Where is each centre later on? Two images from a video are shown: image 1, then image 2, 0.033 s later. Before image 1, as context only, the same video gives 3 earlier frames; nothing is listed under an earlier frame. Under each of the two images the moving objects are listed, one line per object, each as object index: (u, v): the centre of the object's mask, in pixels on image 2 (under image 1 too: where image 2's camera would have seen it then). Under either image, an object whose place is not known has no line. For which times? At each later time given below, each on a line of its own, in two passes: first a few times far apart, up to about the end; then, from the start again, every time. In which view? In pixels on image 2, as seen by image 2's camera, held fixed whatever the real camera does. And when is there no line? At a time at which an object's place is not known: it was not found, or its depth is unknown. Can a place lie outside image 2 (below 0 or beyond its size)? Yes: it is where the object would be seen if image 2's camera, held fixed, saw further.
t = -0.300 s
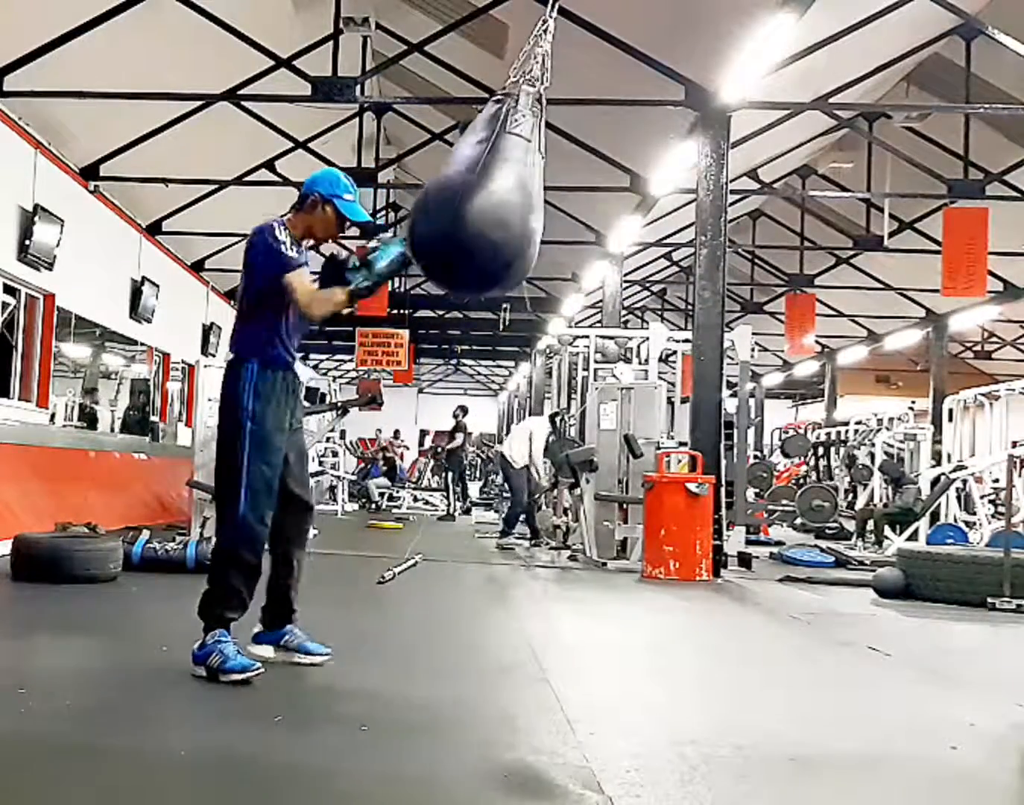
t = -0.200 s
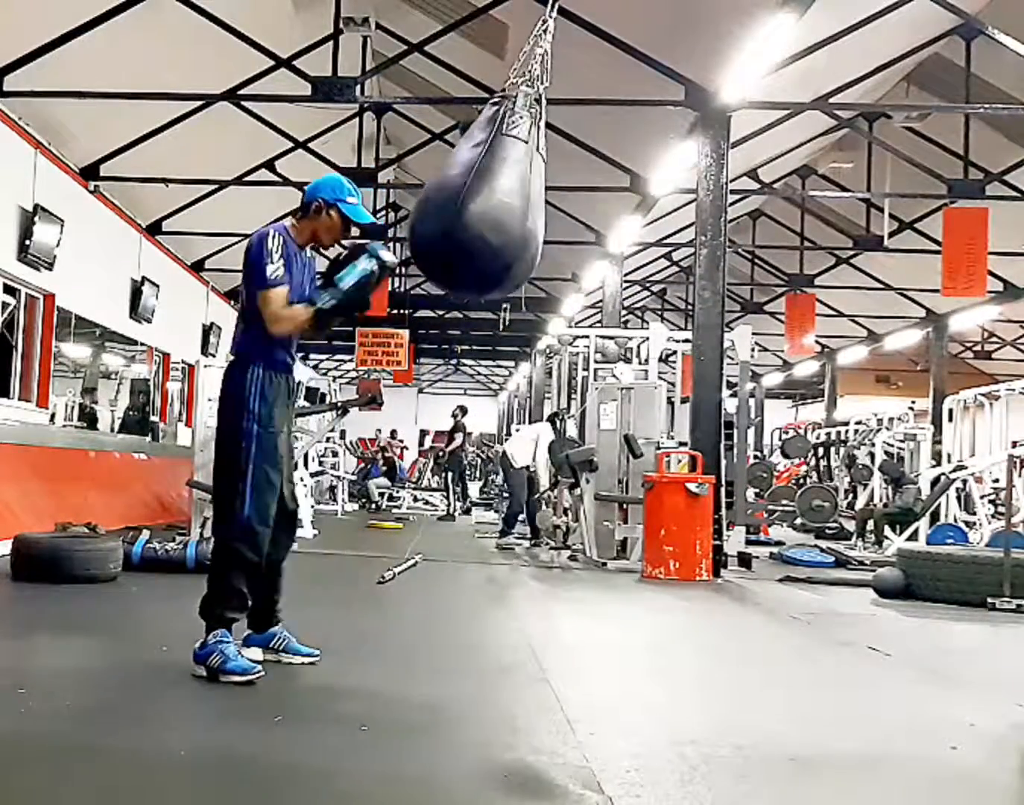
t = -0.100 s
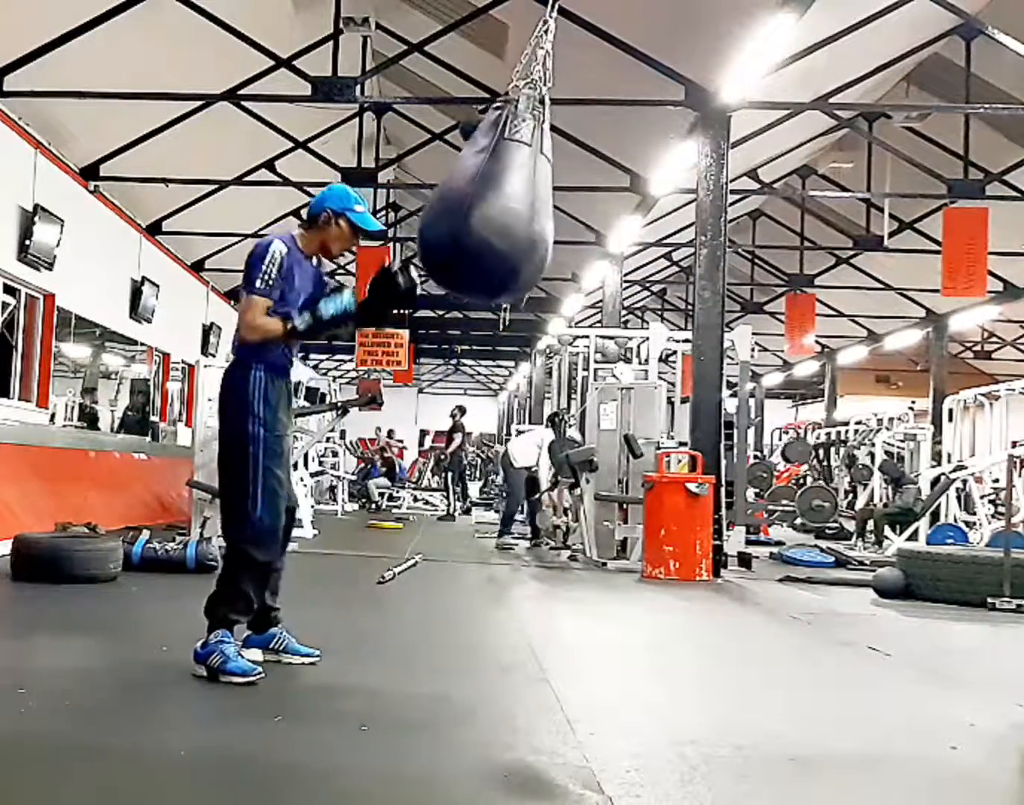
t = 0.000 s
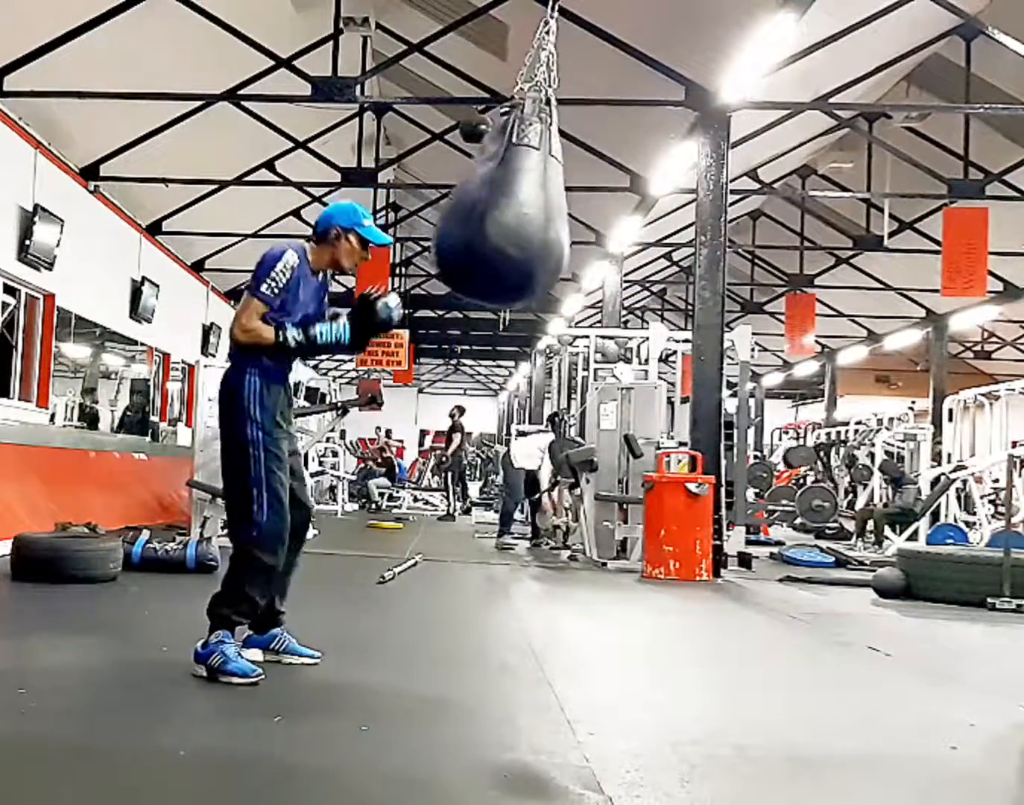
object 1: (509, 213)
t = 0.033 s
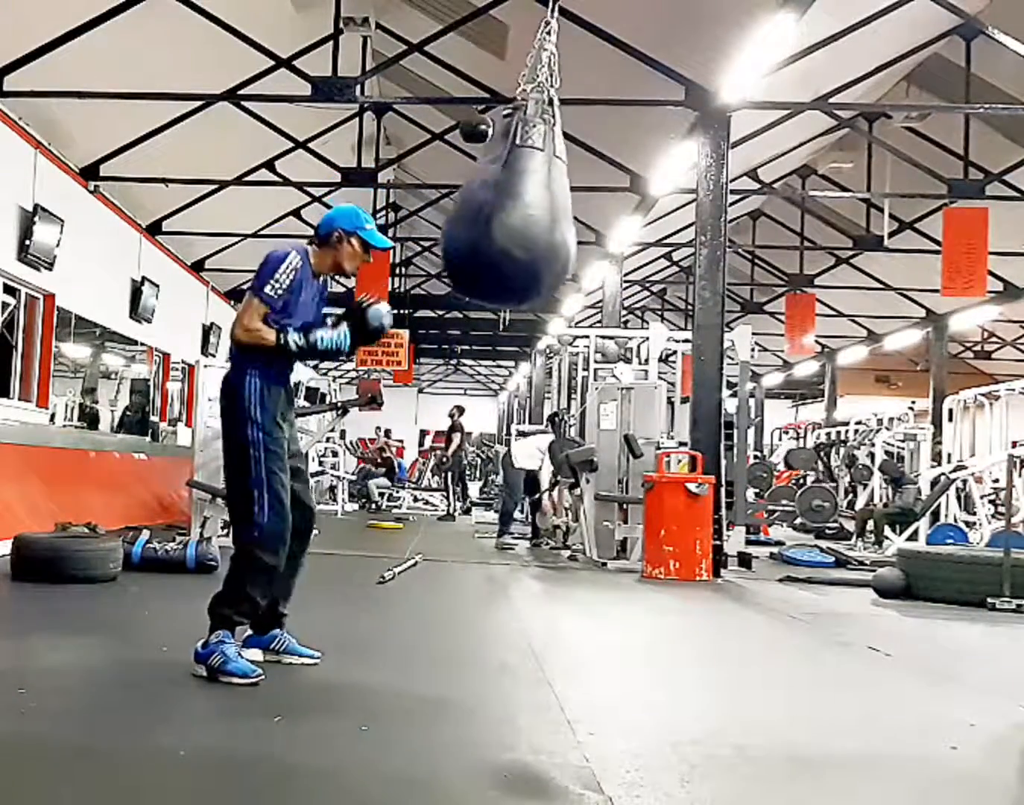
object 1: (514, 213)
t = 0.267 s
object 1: (560, 217)
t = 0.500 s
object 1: (597, 212)
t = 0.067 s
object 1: (521, 215)
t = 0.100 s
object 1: (526, 215)
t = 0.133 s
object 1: (533, 215)
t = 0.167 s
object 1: (540, 216)
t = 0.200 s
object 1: (547, 217)
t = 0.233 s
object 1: (554, 217)
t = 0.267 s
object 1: (560, 217)
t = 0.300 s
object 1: (567, 217)
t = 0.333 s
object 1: (573, 216)
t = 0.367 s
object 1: (579, 215)
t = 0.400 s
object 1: (585, 214)
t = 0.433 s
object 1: (590, 214)
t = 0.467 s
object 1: (593, 213)
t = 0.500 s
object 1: (597, 212)
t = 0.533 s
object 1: (600, 212)
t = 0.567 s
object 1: (603, 210)
